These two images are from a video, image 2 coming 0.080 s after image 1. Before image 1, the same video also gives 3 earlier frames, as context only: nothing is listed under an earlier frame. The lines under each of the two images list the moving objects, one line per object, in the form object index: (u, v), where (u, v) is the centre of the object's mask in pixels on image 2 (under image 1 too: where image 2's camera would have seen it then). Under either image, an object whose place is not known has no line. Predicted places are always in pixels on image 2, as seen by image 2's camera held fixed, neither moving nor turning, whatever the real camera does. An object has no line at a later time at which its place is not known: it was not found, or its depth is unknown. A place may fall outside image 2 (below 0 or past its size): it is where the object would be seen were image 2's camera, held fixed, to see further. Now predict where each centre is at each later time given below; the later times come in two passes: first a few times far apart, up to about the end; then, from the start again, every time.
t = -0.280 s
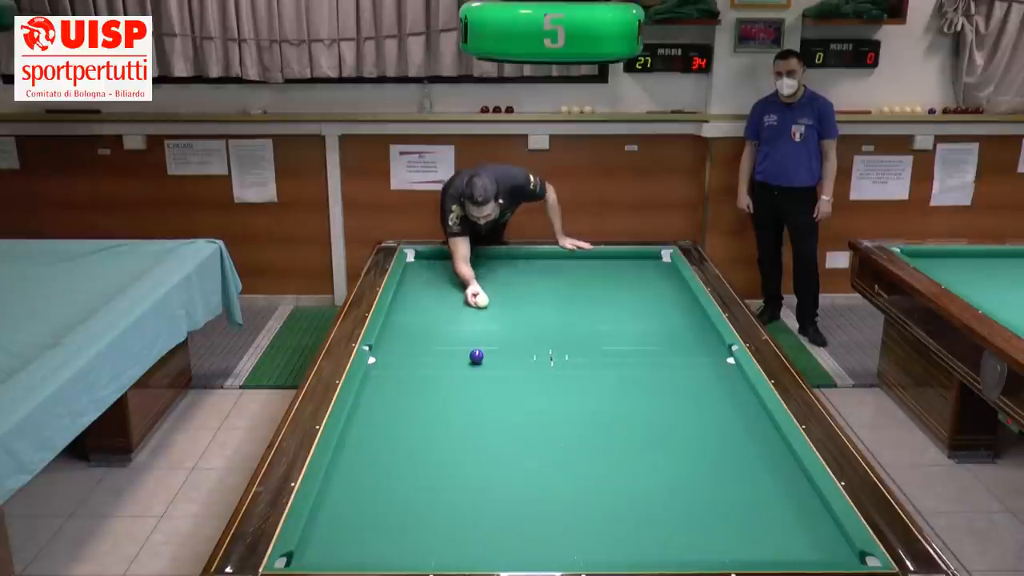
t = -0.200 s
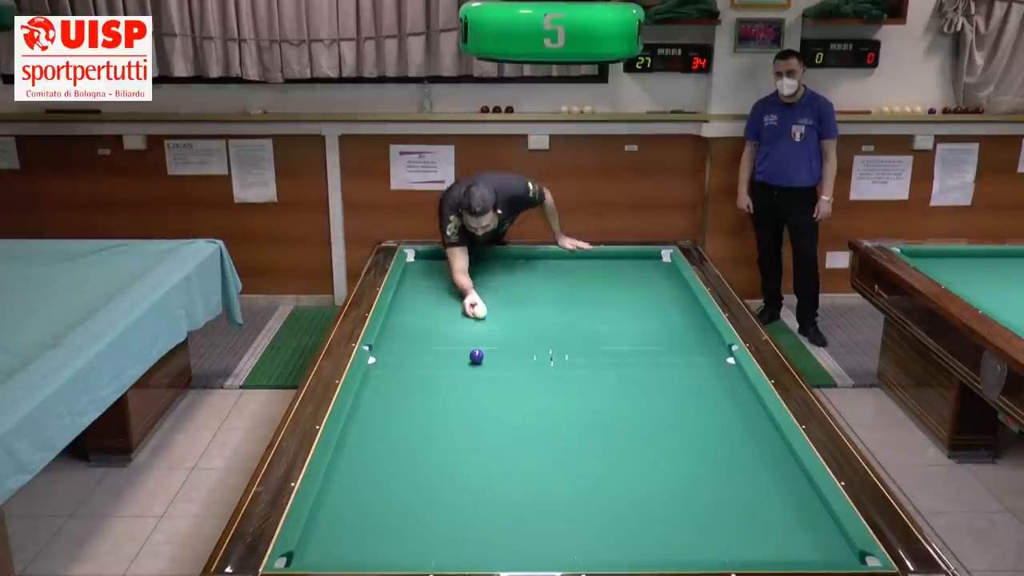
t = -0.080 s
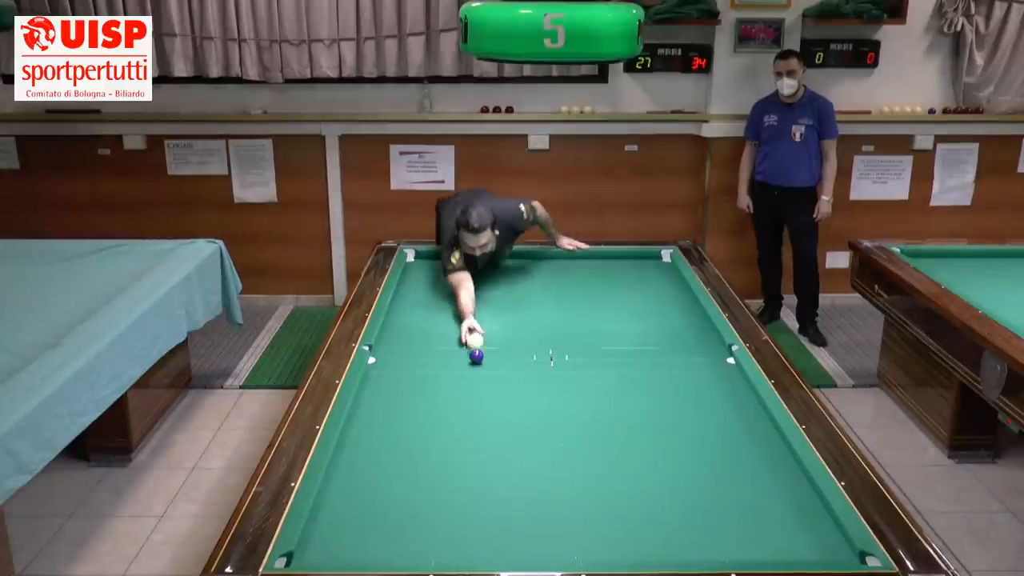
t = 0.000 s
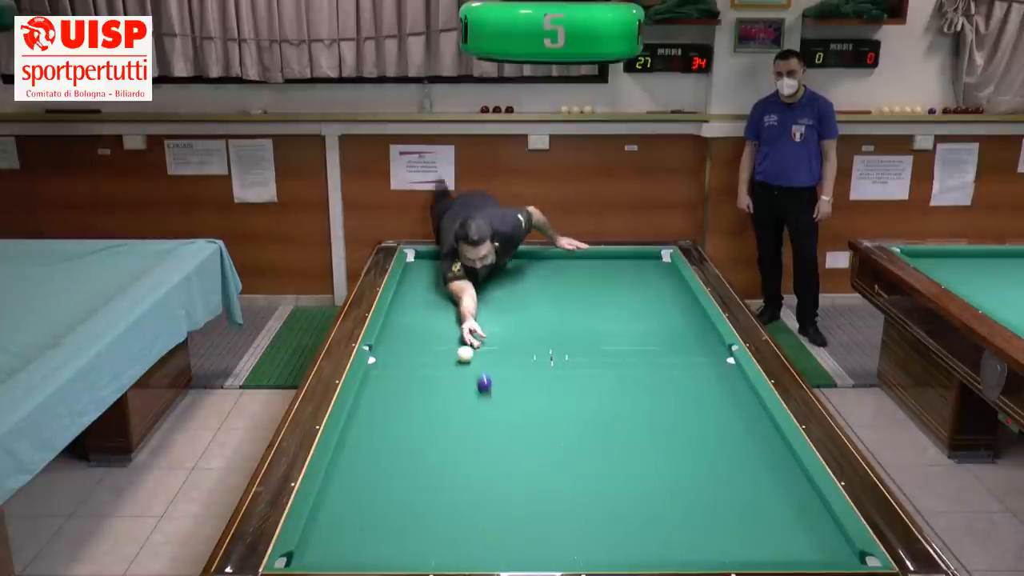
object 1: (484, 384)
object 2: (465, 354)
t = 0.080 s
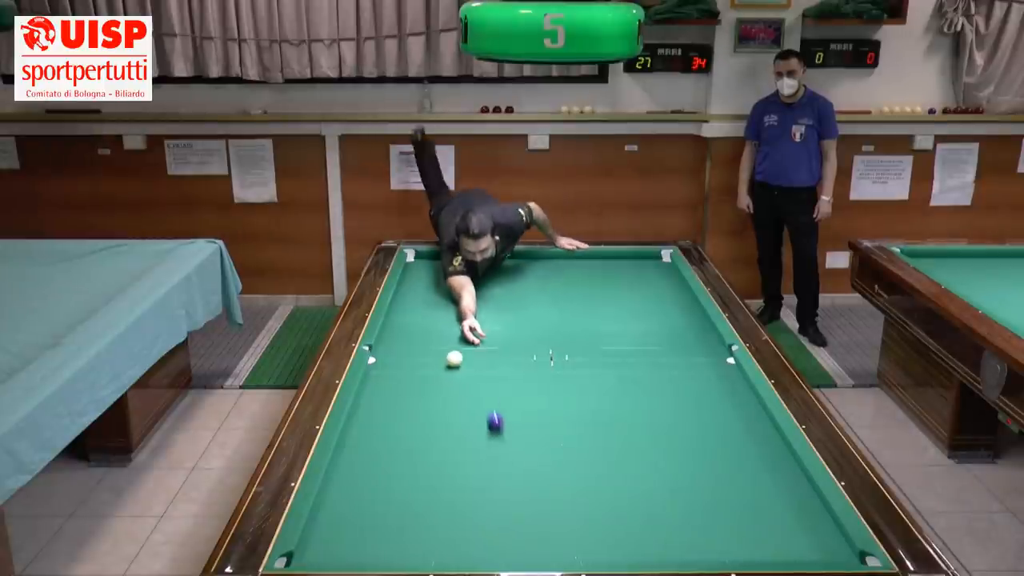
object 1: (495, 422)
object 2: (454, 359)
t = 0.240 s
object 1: (524, 524)
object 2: (439, 367)
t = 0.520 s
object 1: (546, 449)
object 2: (417, 379)
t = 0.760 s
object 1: (552, 377)
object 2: (397, 389)
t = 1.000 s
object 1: (556, 326)
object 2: (378, 400)
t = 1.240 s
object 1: (560, 288)
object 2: (358, 411)
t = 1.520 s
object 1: (563, 258)
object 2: (363, 421)
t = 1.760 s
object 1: (570, 280)
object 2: (367, 429)
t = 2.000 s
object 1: (576, 300)
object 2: (371, 438)
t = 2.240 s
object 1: (584, 323)
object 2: (375, 447)
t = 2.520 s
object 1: (595, 354)
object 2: (379, 456)
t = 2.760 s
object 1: (605, 385)
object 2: (383, 464)
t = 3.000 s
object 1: (618, 422)
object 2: (387, 472)
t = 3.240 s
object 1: (632, 465)
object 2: (391, 480)
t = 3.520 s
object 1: (654, 526)
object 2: (394, 489)
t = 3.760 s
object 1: (662, 545)
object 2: (398, 496)
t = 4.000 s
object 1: (653, 506)
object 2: (401, 503)
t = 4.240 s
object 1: (645, 474)
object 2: (404, 510)
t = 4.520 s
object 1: (637, 441)
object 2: (408, 517)
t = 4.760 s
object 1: (631, 417)
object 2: (412, 523)
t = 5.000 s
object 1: (625, 396)
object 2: (415, 528)
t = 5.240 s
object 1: (621, 377)
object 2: (418, 533)
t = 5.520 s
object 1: (616, 357)
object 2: (422, 538)
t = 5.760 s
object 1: (612, 342)
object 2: (425, 542)
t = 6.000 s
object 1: (609, 328)
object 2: (427, 546)
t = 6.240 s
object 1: (606, 316)
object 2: (429, 548)
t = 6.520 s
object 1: (603, 303)
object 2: (431, 549)
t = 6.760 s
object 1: (600, 293)
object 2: (432, 551)
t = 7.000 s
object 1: (598, 284)
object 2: (432, 552)
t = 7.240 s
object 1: (595, 275)
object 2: (432, 552)
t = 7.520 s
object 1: (593, 266)
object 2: (432, 552)
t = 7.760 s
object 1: (591, 260)
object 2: (432, 552)
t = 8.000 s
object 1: (591, 259)
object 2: (432, 552)
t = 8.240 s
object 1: (592, 261)
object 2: (432, 553)
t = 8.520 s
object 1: (594, 265)
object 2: (432, 553)
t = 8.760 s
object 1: (595, 270)
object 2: (432, 553)
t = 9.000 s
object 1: (596, 274)
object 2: (432, 553)
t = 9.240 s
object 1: (597, 277)
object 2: (432, 553)
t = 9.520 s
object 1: (598, 281)
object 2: (432, 553)
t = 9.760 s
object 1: (598, 284)
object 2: (432, 553)
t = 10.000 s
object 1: (599, 288)
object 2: (432, 553)
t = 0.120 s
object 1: (501, 445)
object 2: (449, 361)
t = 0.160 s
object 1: (508, 469)
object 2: (445, 363)
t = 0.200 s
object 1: (515, 494)
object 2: (442, 365)
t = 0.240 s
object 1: (524, 524)
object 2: (439, 367)
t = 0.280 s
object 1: (532, 551)
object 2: (436, 369)
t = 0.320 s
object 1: (538, 548)
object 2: (432, 370)
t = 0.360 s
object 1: (540, 525)
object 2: (429, 372)
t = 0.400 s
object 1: (542, 503)
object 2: (426, 374)
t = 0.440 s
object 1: (543, 483)
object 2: (423, 375)
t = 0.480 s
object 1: (545, 465)
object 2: (420, 377)
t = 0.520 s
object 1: (546, 449)
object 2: (417, 379)
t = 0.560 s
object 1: (547, 434)
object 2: (414, 380)
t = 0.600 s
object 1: (548, 421)
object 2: (410, 382)
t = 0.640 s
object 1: (549, 408)
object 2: (407, 384)
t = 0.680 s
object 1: (550, 397)
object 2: (404, 386)
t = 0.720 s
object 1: (551, 387)
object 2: (401, 388)
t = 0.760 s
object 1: (552, 377)
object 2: (397, 389)
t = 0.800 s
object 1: (553, 367)
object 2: (394, 391)
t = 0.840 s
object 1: (553, 358)
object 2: (391, 393)
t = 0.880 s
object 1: (554, 349)
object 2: (388, 395)
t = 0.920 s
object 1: (555, 341)
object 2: (385, 397)
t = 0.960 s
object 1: (556, 334)
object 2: (381, 398)
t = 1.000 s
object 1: (556, 326)
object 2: (378, 400)
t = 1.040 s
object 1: (557, 319)
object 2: (375, 402)
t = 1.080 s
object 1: (558, 312)
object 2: (371, 404)
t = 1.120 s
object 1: (558, 306)
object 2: (368, 406)
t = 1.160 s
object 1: (559, 300)
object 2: (364, 408)
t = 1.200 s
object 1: (559, 294)
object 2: (361, 410)
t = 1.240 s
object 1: (560, 288)
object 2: (358, 411)
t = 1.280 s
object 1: (560, 282)
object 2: (359, 413)
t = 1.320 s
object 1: (561, 277)
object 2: (359, 414)
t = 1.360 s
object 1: (561, 272)
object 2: (360, 416)
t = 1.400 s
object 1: (562, 267)
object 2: (361, 417)
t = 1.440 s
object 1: (562, 263)
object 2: (362, 418)
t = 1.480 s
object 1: (563, 258)
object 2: (362, 420)
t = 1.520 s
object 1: (563, 258)
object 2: (363, 421)
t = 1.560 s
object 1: (564, 261)
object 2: (364, 423)
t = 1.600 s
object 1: (565, 265)
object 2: (365, 424)
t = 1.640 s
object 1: (566, 269)
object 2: (365, 425)
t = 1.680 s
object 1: (568, 273)
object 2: (366, 427)
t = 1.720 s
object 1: (569, 277)
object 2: (367, 428)
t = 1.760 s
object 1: (570, 280)
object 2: (367, 429)
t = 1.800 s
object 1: (571, 283)
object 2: (368, 431)
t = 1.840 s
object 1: (572, 287)
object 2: (369, 433)
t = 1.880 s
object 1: (573, 290)
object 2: (369, 434)
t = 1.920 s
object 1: (574, 293)
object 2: (370, 435)
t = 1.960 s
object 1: (575, 297)
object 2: (371, 436)
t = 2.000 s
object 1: (576, 300)
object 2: (371, 438)
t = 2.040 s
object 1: (578, 304)
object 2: (372, 439)
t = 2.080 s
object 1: (579, 307)
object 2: (373, 441)
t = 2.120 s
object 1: (580, 311)
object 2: (373, 442)
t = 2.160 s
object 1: (581, 315)
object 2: (374, 444)
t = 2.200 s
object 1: (583, 319)
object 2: (374, 445)
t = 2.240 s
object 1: (584, 323)
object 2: (375, 447)
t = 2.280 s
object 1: (586, 327)
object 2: (376, 448)
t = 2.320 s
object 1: (587, 331)
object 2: (376, 449)
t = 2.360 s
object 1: (589, 336)
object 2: (377, 451)
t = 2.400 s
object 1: (590, 340)
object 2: (378, 452)
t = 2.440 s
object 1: (591, 345)
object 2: (378, 453)
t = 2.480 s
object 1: (593, 349)
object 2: (379, 455)
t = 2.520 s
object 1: (595, 354)
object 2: (379, 456)
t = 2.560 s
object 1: (596, 359)
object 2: (380, 458)
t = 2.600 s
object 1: (598, 364)
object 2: (381, 459)
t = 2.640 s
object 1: (600, 369)
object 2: (381, 460)
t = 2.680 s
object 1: (601, 374)
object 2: (382, 462)
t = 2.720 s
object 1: (603, 380)
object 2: (383, 463)
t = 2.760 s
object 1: (605, 385)
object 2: (383, 464)
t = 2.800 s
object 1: (607, 391)
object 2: (384, 466)
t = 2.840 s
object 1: (609, 397)
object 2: (385, 467)
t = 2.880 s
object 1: (611, 403)
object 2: (385, 468)
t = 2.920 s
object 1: (613, 409)
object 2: (386, 470)
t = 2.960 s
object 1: (615, 415)
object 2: (386, 471)
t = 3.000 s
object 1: (618, 422)
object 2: (387, 472)
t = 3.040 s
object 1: (620, 429)
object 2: (388, 474)
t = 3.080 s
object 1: (622, 436)
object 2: (389, 475)
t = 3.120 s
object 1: (625, 443)
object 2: (389, 476)
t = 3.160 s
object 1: (627, 450)
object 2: (389, 477)
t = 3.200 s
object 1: (630, 457)
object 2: (390, 479)
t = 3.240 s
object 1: (632, 465)
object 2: (391, 480)
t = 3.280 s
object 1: (635, 473)
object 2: (391, 481)
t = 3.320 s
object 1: (638, 481)
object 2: (392, 483)
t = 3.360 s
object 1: (641, 490)
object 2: (392, 484)
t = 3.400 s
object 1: (644, 499)
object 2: (393, 485)
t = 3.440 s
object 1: (647, 508)
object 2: (393, 486)
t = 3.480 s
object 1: (651, 517)
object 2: (394, 488)
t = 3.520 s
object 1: (654, 526)
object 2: (394, 489)
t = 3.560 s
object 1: (657, 536)
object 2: (395, 490)
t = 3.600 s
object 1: (661, 546)
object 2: (395, 492)
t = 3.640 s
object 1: (664, 553)
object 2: (396, 493)
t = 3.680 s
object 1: (666, 556)
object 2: (397, 494)
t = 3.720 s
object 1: (664, 551)
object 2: (397, 495)
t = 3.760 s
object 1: (662, 545)
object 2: (398, 496)
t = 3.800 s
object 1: (660, 537)
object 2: (398, 498)
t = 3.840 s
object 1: (658, 531)
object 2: (399, 499)
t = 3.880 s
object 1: (657, 524)
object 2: (400, 500)
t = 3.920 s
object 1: (655, 518)
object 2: (400, 501)
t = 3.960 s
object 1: (654, 512)
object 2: (400, 502)
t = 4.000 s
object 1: (653, 506)
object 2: (401, 503)
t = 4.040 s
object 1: (651, 500)
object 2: (402, 504)
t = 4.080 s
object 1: (650, 495)
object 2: (402, 506)
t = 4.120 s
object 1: (649, 490)
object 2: (403, 507)
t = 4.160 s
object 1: (647, 484)
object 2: (403, 508)
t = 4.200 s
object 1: (646, 479)
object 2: (404, 509)
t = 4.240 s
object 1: (645, 474)
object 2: (404, 510)
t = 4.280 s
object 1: (643, 469)
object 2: (405, 511)
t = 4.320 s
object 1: (642, 464)
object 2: (406, 512)
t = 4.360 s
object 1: (641, 460)
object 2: (406, 513)
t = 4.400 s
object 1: (640, 455)
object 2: (407, 514)
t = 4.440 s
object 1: (639, 450)
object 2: (407, 515)
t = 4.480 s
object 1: (638, 446)
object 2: (408, 516)
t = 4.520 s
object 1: (637, 441)
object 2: (408, 517)
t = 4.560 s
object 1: (635, 437)
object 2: (409, 519)
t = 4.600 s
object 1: (634, 433)
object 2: (410, 519)
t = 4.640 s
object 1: (633, 429)
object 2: (410, 521)
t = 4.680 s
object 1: (632, 425)
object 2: (411, 521)
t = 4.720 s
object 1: (631, 421)
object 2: (411, 523)
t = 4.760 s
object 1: (631, 417)
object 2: (412, 523)
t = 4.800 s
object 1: (630, 413)
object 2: (413, 524)
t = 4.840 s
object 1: (629, 410)
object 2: (413, 525)
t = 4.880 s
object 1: (628, 406)
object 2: (414, 526)
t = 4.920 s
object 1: (627, 403)
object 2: (414, 527)
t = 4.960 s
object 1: (626, 399)
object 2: (415, 528)
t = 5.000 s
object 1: (625, 396)
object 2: (415, 528)
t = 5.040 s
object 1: (625, 392)
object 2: (416, 529)
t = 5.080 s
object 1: (624, 389)
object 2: (416, 530)
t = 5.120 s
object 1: (623, 386)
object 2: (417, 531)
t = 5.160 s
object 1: (622, 383)
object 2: (417, 532)
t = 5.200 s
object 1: (622, 380)
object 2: (418, 533)
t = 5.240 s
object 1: (621, 377)
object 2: (418, 533)
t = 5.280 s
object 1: (620, 374)
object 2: (419, 534)
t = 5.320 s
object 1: (619, 371)
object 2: (419, 535)
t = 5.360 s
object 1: (619, 368)
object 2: (420, 536)
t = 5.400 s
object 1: (618, 365)
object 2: (420, 536)
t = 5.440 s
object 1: (617, 362)
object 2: (421, 537)
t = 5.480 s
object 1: (616, 360)
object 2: (421, 538)
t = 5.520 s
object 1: (616, 357)
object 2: (422, 538)
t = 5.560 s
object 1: (615, 354)
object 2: (422, 539)
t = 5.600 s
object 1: (615, 352)
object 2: (423, 540)
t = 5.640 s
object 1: (614, 349)
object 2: (423, 541)
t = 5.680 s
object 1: (613, 347)
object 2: (424, 541)
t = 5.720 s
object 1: (613, 344)
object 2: (424, 542)
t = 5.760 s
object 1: (612, 342)
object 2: (425, 542)
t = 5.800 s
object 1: (612, 339)
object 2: (425, 543)
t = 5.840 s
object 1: (611, 337)
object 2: (425, 543)
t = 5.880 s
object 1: (611, 335)
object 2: (426, 544)
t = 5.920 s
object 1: (610, 333)
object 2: (426, 544)
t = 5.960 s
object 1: (609, 330)
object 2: (426, 545)
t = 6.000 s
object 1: (609, 328)
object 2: (427, 546)
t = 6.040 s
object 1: (608, 326)
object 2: (427, 546)
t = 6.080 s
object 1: (608, 324)
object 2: (428, 546)
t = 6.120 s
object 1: (608, 322)
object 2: (428, 546)
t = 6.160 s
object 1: (607, 320)
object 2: (428, 547)
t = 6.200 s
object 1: (606, 318)
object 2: (429, 547)
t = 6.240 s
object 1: (606, 316)
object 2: (429, 548)
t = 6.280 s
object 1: (605, 314)
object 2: (429, 548)
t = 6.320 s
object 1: (605, 312)
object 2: (429, 548)
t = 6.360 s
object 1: (604, 310)
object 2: (430, 549)
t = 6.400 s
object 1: (604, 308)
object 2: (430, 549)
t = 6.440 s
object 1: (604, 307)
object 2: (430, 549)
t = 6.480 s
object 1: (603, 305)
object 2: (430, 549)
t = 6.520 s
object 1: (603, 303)
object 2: (431, 549)
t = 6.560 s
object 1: (602, 301)
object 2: (431, 549)
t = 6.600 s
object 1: (602, 300)
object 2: (431, 550)
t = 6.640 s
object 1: (601, 298)
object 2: (431, 550)
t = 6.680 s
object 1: (601, 296)
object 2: (432, 550)
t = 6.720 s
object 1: (600, 295)
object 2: (432, 551)
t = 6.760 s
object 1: (600, 293)
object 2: (432, 551)
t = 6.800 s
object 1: (600, 292)
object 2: (432, 551)
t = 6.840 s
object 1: (599, 290)
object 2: (432, 551)
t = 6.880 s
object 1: (599, 288)
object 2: (432, 551)
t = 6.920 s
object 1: (598, 287)
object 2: (432, 551)
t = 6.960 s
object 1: (598, 285)
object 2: (432, 552)
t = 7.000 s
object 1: (598, 284)
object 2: (432, 552)
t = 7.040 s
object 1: (597, 282)
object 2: (432, 552)
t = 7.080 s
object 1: (597, 281)
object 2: (432, 552)
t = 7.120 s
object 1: (596, 279)
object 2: (432, 552)
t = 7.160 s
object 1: (596, 278)
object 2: (432, 552)
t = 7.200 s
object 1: (596, 277)
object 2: (432, 552)
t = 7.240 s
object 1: (595, 275)
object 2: (432, 552)
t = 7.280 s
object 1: (595, 274)
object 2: (432, 552)
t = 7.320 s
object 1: (594, 273)
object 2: (432, 552)
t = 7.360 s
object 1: (594, 272)
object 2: (432, 552)
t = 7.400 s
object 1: (594, 270)
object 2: (432, 552)
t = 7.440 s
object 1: (594, 269)
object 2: (432, 552)
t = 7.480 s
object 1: (593, 268)
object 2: (432, 552)
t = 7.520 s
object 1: (593, 266)
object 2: (432, 552)
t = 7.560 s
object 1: (592, 266)
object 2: (432, 552)
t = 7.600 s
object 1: (592, 264)
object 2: (432, 552)
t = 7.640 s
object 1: (592, 263)
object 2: (432, 552)
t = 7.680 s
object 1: (592, 262)
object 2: (432, 552)
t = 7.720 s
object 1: (591, 261)
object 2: (432, 552)
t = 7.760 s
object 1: (591, 260)
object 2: (432, 552)
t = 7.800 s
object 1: (591, 259)
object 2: (432, 552)
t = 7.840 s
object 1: (591, 257)
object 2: (432, 552)
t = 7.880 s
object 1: (591, 257)
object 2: (432, 552)
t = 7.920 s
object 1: (591, 257)
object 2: (432, 553)
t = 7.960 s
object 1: (591, 258)
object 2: (432, 552)
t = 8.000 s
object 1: (591, 259)
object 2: (432, 552)
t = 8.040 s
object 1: (591, 260)
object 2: (432, 552)
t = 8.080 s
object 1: (591, 260)
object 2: (432, 553)
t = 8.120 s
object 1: (591, 260)
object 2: (432, 553)
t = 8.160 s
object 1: (592, 260)
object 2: (432, 553)
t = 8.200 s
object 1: (592, 261)
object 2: (432, 553)
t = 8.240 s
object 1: (592, 261)
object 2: (432, 553)
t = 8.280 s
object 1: (592, 262)
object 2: (432, 553)
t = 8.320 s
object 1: (593, 263)
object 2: (432, 553)
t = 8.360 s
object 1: (593, 263)
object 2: (432, 553)
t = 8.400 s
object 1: (593, 263)
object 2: (432, 553)
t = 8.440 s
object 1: (593, 264)
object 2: (432, 553)
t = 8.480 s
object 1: (594, 265)
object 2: (432, 553)
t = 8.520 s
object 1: (594, 265)
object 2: (432, 553)
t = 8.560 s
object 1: (594, 266)
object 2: (432, 553)
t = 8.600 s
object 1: (594, 267)
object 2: (432, 553)
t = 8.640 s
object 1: (595, 267)
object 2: (432, 553)
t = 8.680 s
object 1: (595, 269)
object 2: (432, 553)
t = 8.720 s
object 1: (595, 269)
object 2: (432, 553)
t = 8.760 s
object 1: (595, 270)
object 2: (432, 553)
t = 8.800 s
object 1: (595, 270)
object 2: (432, 553)
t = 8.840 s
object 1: (596, 271)
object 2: (432, 553)
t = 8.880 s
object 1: (596, 271)
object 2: (432, 553)
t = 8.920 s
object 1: (596, 272)
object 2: (432, 553)
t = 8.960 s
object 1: (596, 273)
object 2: (432, 553)
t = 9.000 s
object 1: (596, 274)
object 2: (432, 553)
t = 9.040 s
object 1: (596, 274)
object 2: (432, 553)
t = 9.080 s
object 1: (597, 275)
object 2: (432, 553)
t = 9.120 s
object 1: (597, 275)
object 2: (432, 553)
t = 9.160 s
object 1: (597, 276)
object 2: (432, 553)
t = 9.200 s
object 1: (597, 277)
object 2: (432, 553)
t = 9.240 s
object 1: (597, 277)
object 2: (432, 553)
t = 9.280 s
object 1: (597, 278)
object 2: (432, 553)
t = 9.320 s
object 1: (597, 278)
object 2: (432, 553)
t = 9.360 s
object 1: (597, 279)
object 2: (432, 553)
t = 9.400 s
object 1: (597, 280)
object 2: (432, 553)
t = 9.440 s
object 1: (597, 280)
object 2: (432, 553)
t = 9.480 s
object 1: (598, 281)
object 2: (432, 553)
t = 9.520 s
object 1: (598, 281)
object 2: (432, 553)
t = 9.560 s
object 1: (598, 282)
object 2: (432, 553)
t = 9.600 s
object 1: (598, 282)
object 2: (432, 553)
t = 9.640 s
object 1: (598, 283)
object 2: (432, 553)
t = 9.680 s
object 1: (598, 283)
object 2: (432, 553)
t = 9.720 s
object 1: (598, 284)
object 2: (432, 553)
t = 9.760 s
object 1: (598, 284)
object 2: (432, 553)
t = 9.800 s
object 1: (598, 285)
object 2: (432, 553)
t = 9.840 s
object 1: (598, 286)
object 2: (432, 553)
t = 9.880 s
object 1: (598, 286)
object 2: (432, 553)
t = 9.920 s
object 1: (598, 287)
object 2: (432, 553)
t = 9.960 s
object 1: (599, 287)
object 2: (432, 553)
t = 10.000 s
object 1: (599, 288)
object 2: (432, 553)
